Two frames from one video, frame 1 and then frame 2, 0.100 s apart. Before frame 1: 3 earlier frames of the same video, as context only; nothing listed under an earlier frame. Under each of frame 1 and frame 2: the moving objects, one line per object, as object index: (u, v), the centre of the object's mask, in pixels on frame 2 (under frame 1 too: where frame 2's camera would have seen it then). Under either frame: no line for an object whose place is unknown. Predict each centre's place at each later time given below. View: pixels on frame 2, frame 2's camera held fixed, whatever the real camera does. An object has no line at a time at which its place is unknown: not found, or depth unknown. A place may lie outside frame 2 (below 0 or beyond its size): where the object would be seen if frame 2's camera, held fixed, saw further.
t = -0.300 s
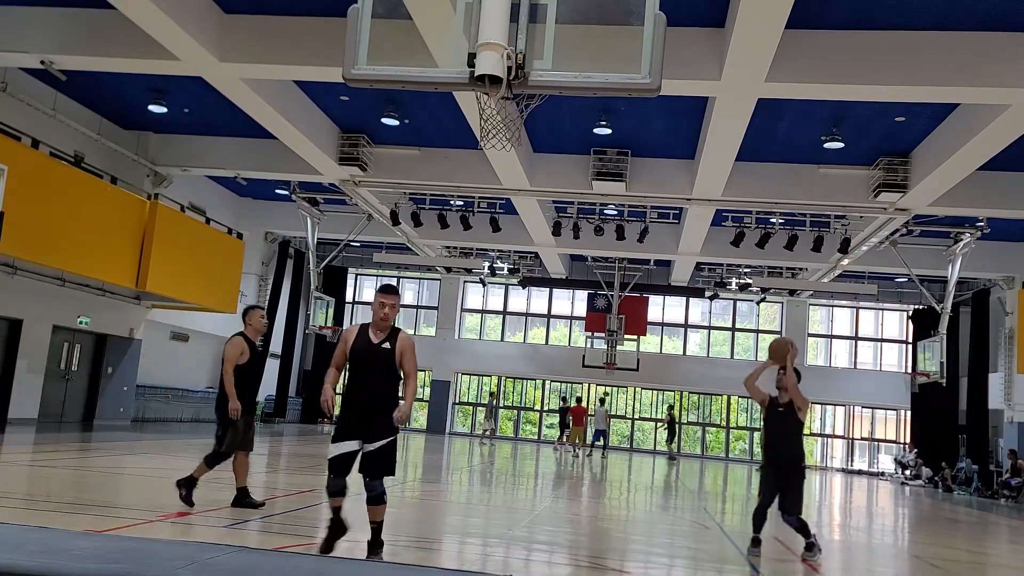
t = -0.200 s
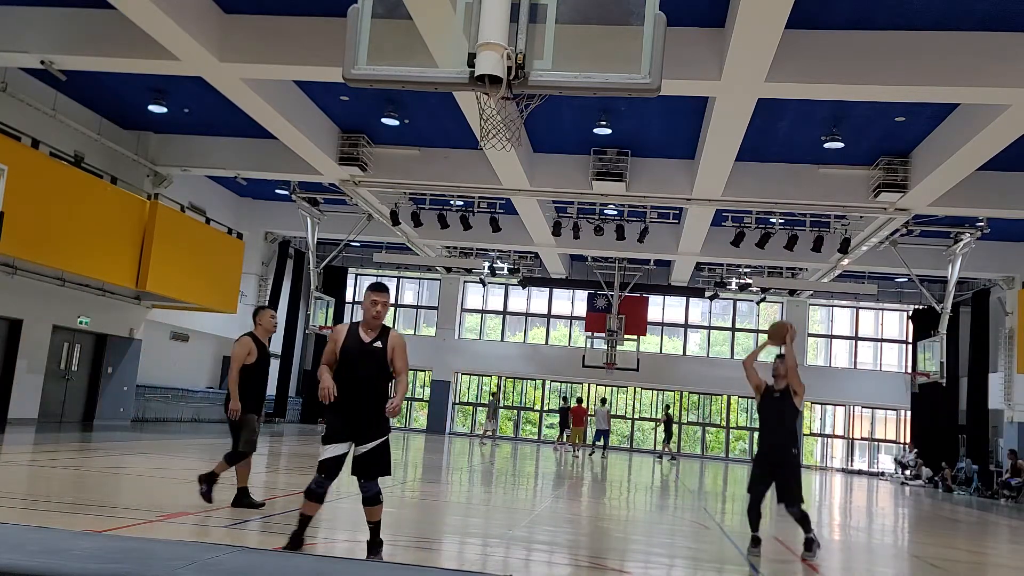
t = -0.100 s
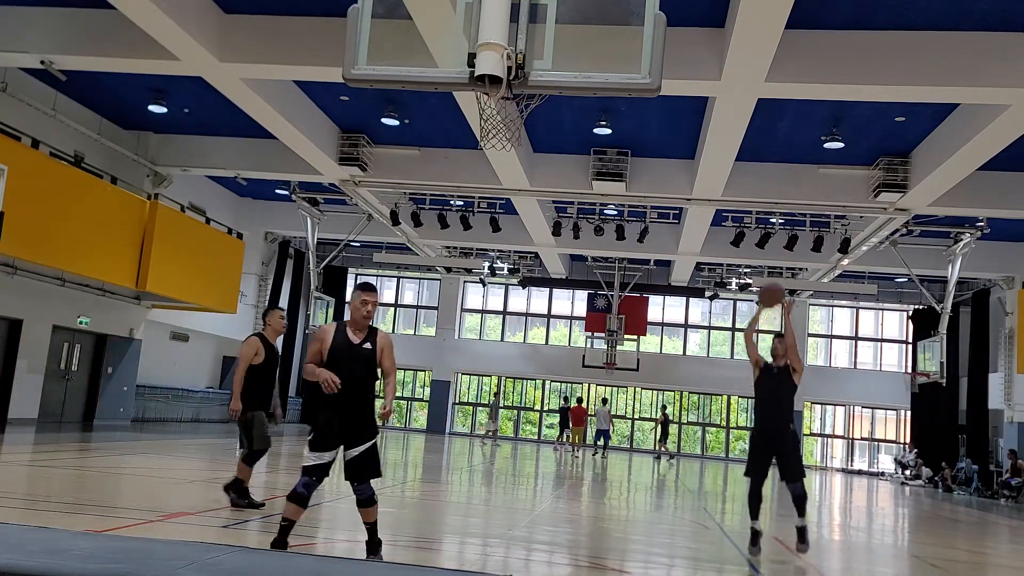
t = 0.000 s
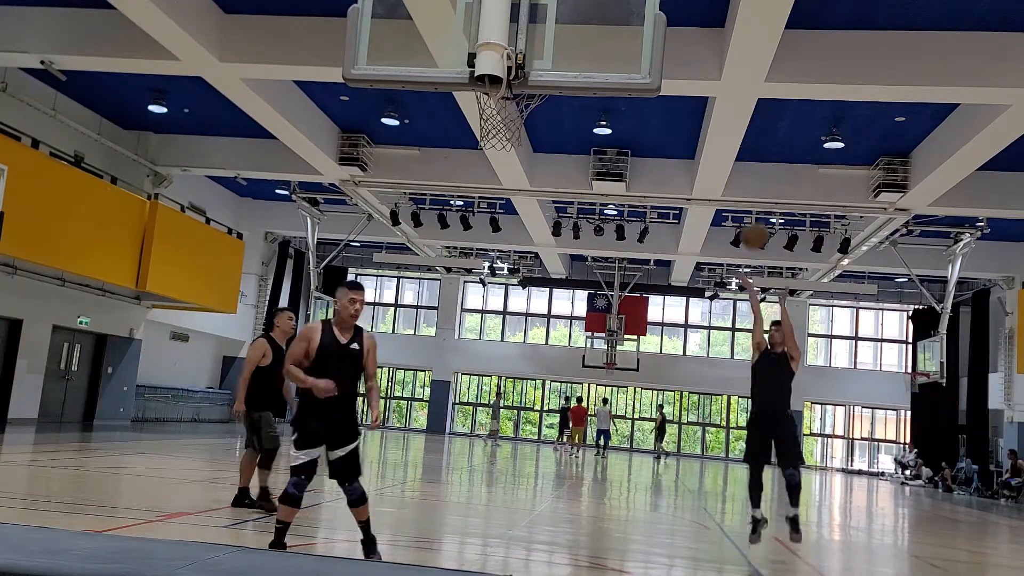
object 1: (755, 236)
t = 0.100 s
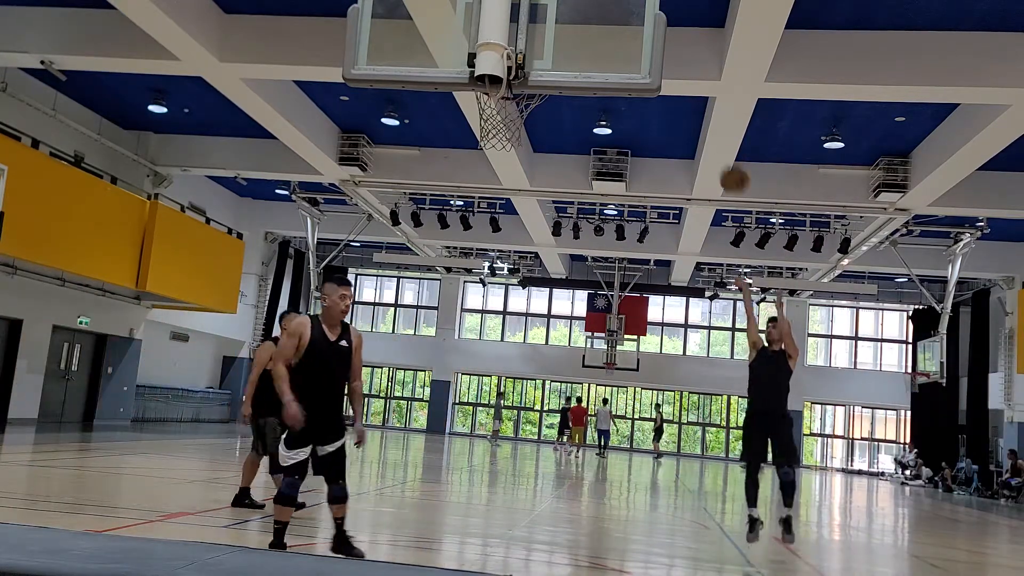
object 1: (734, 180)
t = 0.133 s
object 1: (727, 161)
